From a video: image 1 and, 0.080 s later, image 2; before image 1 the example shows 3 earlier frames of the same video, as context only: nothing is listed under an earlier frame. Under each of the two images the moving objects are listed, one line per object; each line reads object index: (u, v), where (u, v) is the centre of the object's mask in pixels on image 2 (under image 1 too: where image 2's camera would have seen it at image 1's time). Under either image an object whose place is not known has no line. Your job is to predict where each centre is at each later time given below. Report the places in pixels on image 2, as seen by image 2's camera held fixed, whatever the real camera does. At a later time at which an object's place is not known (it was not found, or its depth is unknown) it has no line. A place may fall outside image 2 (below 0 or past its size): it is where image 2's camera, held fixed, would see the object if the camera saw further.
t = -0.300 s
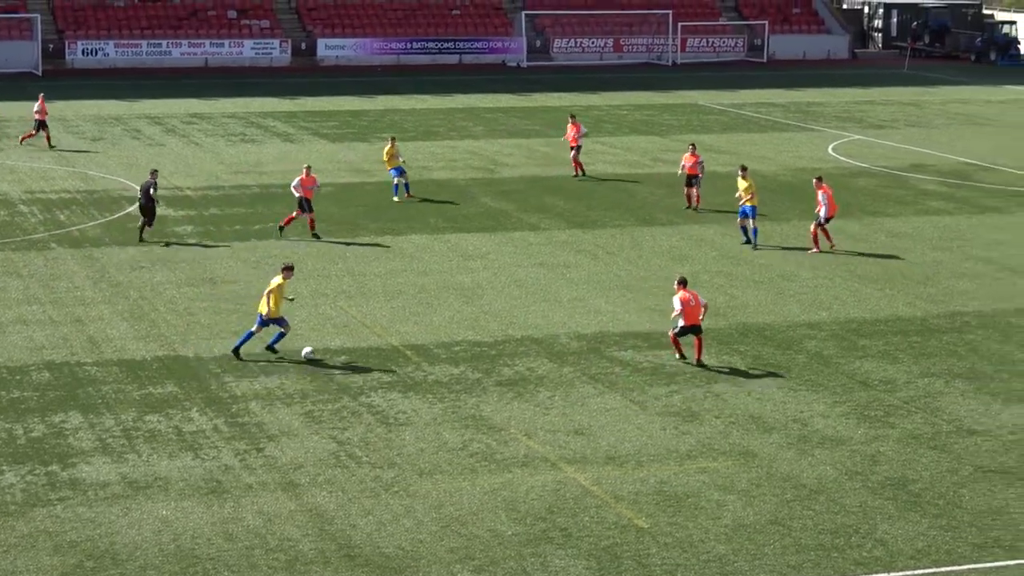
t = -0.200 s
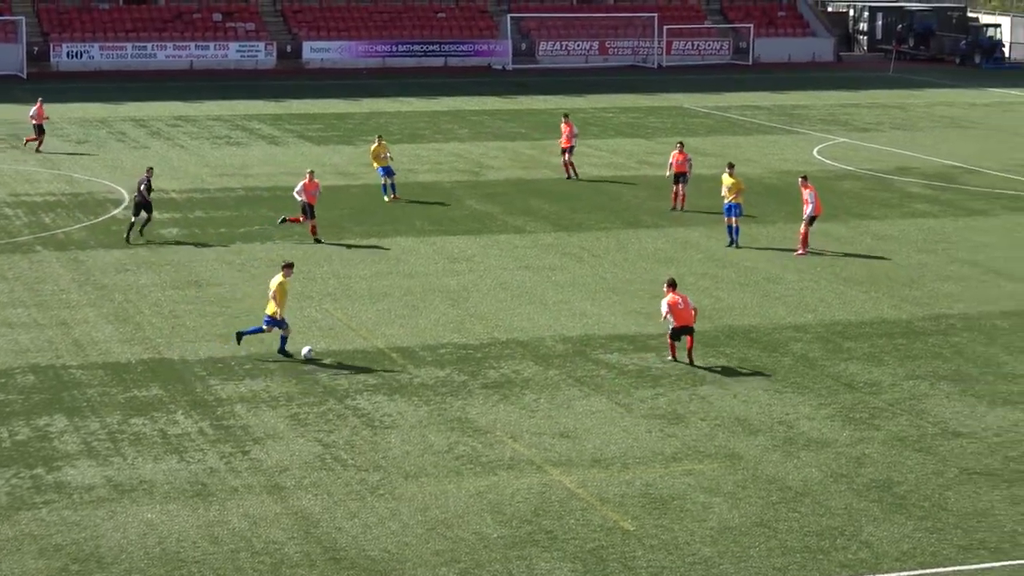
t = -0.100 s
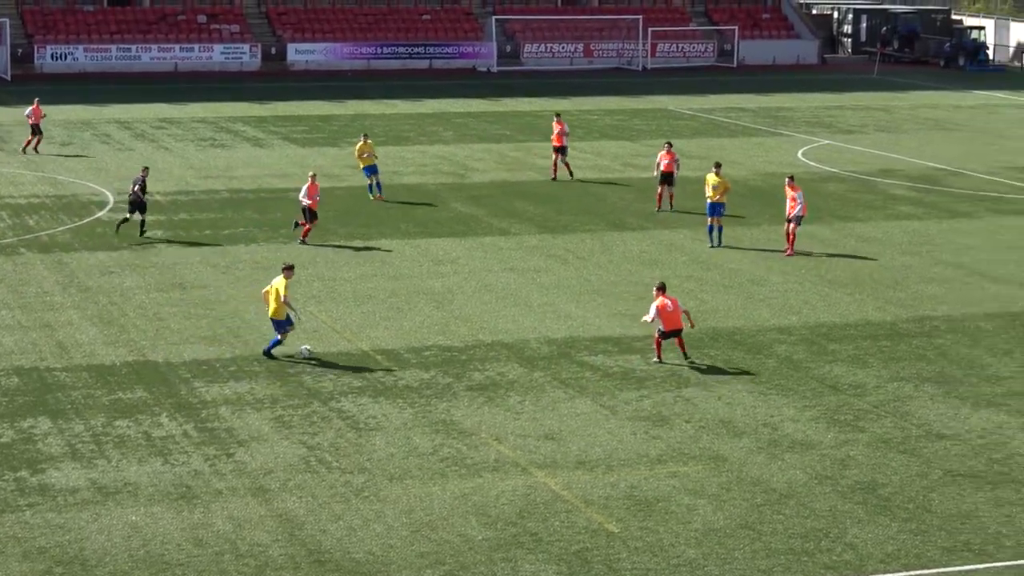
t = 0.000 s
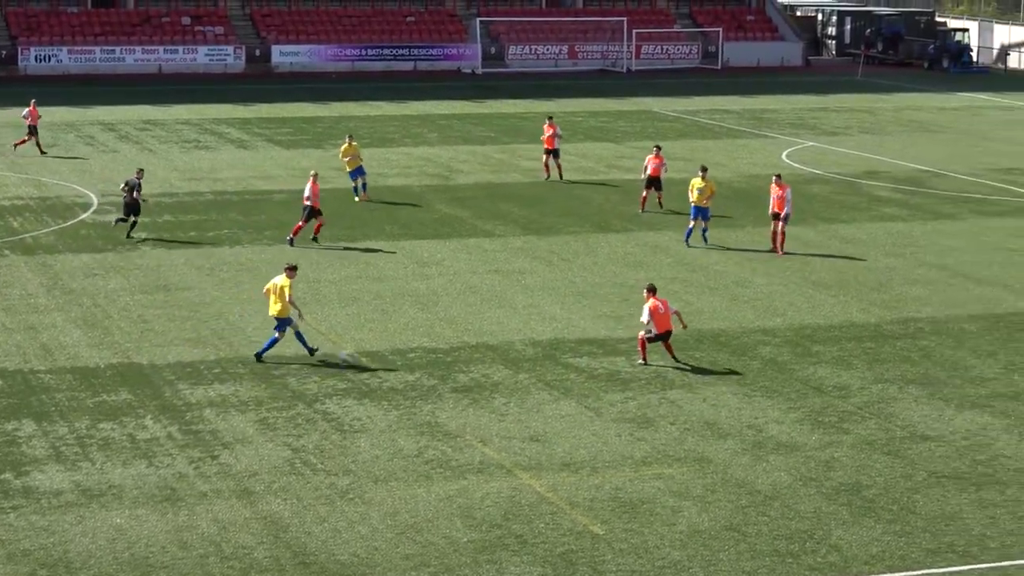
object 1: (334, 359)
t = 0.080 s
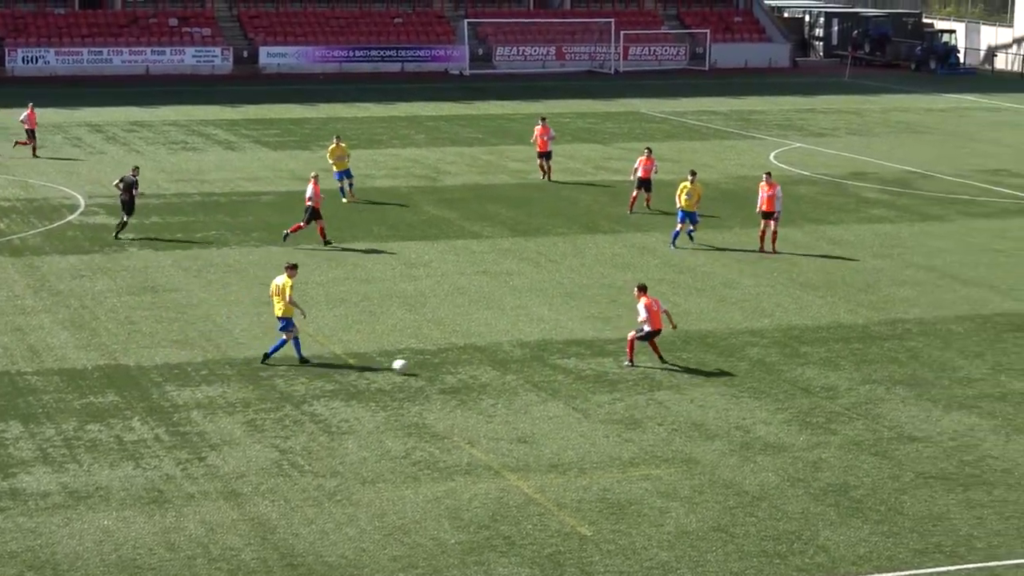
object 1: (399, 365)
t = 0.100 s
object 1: (417, 368)
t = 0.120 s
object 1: (434, 371)
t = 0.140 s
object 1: (451, 374)
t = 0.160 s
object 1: (466, 374)
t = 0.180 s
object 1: (482, 375)
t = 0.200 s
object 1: (498, 377)
